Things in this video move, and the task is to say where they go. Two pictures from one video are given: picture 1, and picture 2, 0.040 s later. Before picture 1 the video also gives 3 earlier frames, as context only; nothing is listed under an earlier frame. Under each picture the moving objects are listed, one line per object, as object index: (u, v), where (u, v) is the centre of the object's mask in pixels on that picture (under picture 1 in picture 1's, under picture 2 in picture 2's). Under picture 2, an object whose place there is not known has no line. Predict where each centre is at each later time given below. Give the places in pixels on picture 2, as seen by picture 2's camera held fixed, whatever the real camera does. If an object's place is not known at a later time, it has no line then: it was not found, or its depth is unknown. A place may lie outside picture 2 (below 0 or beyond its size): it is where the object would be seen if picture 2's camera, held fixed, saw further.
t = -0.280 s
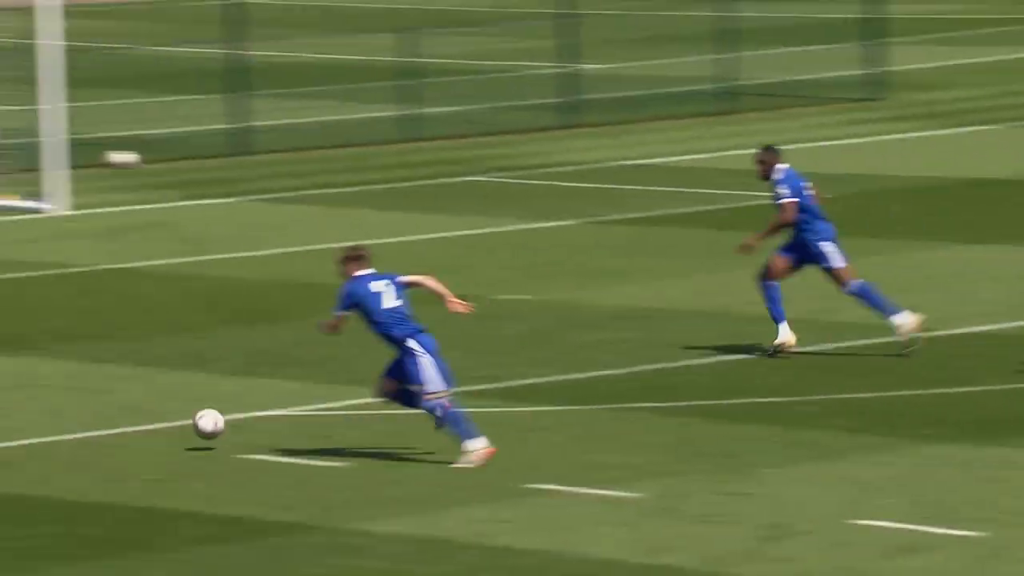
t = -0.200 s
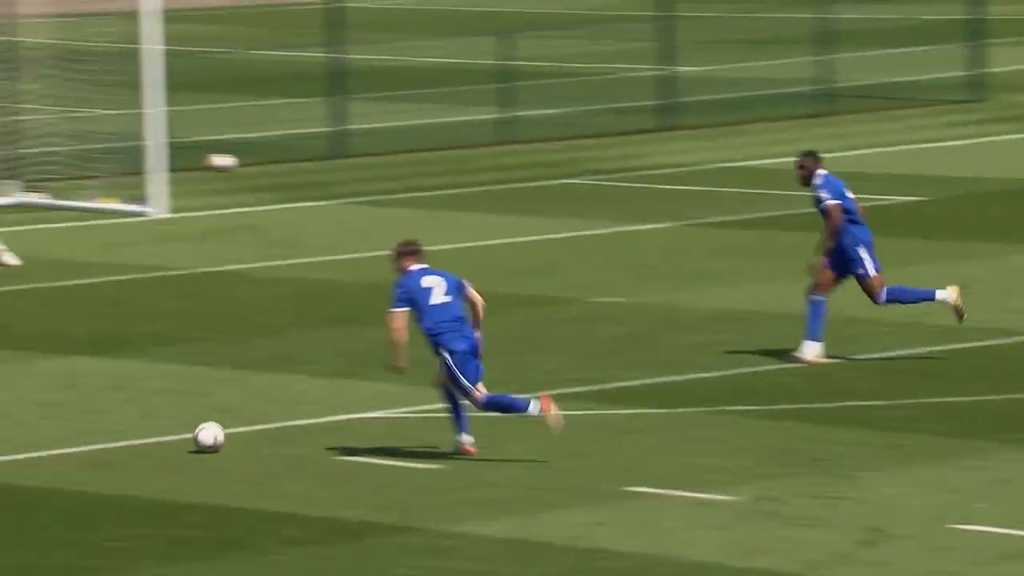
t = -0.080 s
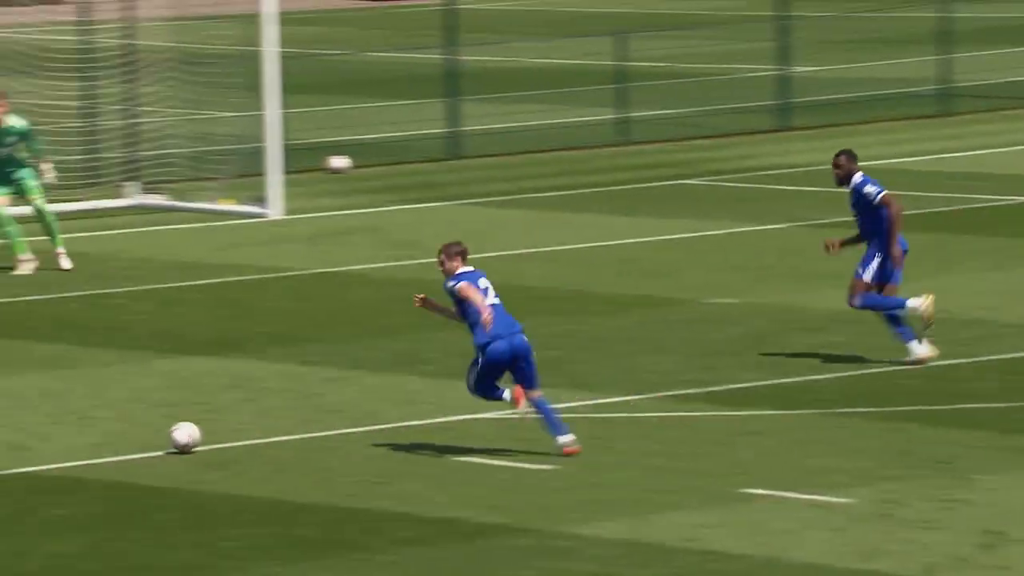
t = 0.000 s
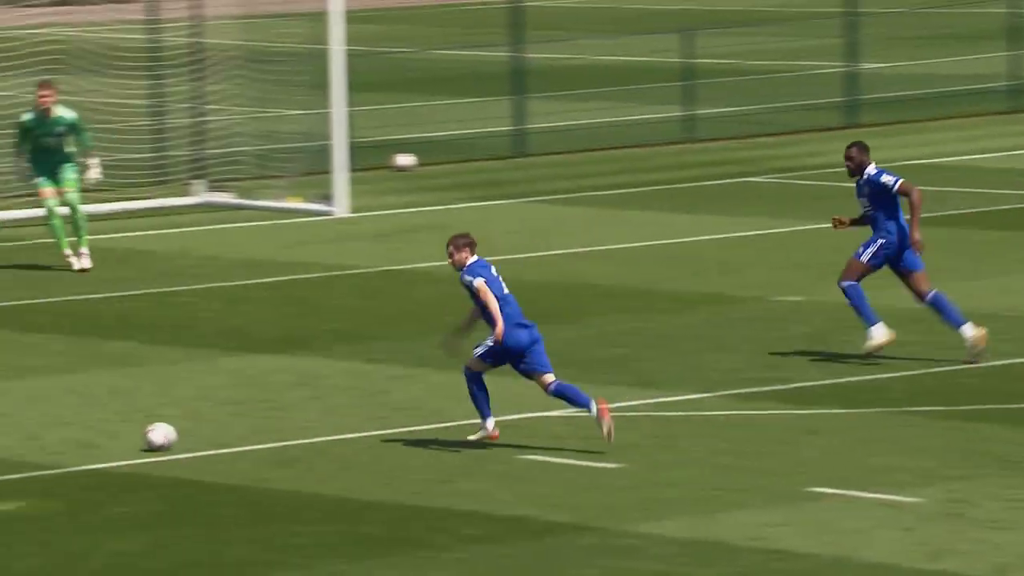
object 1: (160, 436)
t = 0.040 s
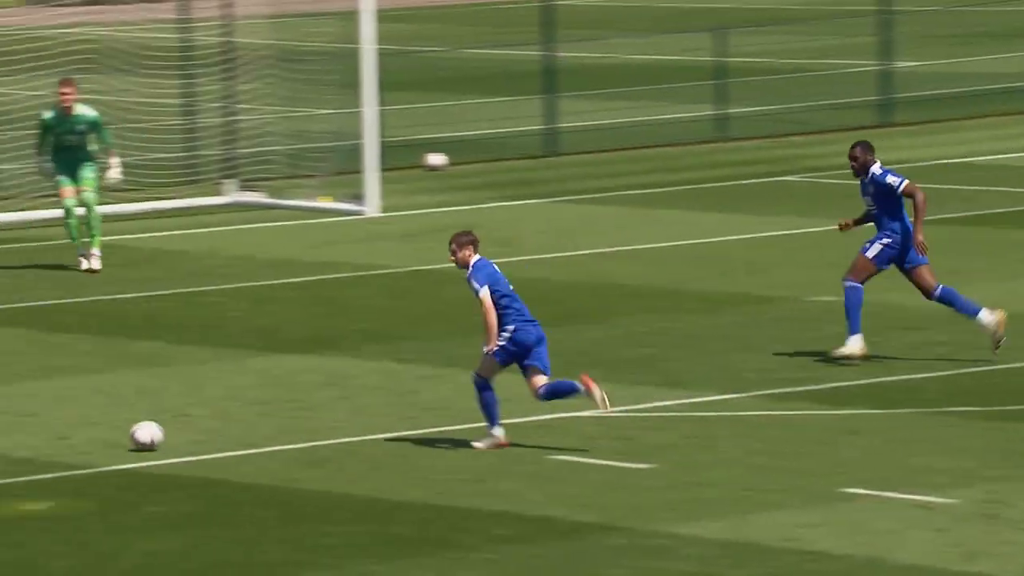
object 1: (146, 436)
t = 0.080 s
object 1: (103, 435)
